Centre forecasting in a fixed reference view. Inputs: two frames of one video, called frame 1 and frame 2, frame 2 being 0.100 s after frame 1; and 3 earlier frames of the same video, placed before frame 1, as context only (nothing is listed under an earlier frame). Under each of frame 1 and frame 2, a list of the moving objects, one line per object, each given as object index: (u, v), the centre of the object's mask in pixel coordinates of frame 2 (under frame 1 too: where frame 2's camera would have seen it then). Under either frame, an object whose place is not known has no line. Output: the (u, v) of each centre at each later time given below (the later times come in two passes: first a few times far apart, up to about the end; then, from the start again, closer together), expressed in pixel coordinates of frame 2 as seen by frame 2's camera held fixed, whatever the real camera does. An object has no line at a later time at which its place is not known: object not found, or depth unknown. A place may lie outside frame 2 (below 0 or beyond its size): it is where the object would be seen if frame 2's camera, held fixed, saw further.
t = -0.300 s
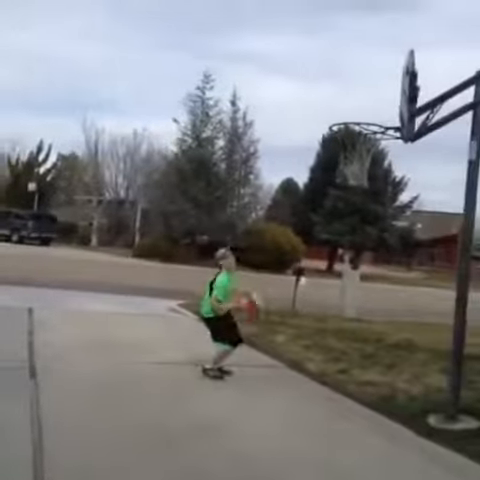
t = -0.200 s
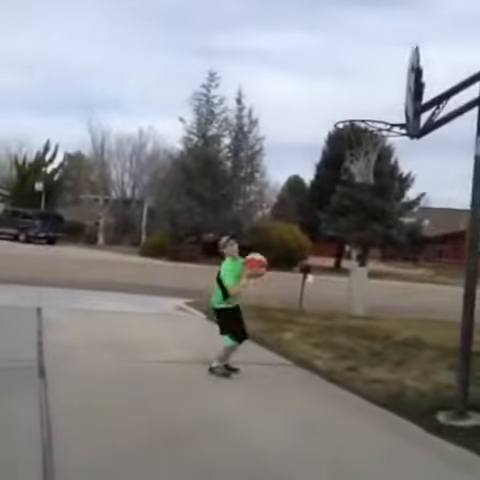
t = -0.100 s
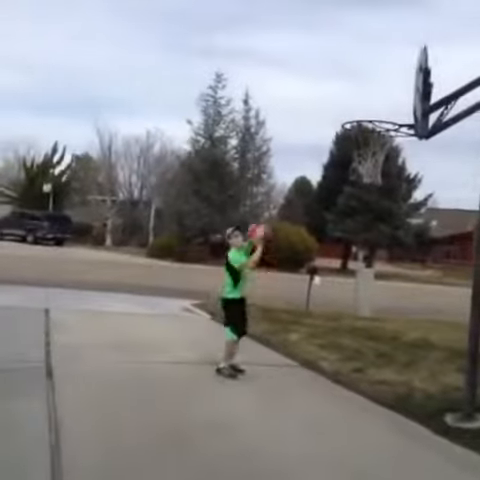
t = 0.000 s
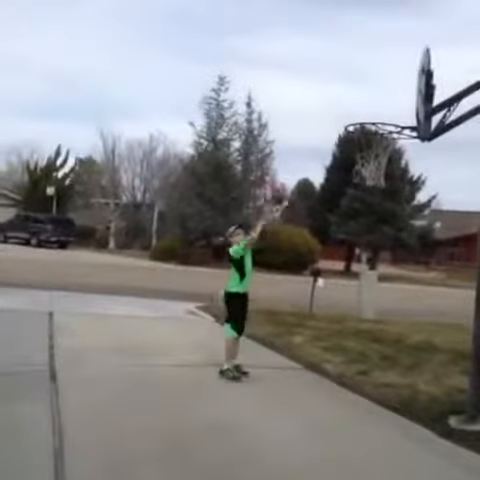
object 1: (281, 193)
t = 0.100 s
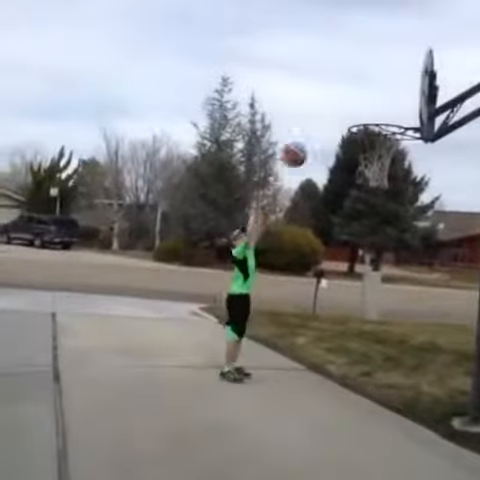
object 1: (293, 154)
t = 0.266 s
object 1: (321, 108)
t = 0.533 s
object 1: (364, 97)
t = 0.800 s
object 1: (378, 152)
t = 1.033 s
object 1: (349, 160)
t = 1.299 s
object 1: (360, 166)
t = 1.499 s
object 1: (381, 181)
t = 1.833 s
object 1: (419, 331)
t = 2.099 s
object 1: (430, 350)
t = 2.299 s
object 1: (424, 324)
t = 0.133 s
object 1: (300, 142)
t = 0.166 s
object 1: (305, 132)
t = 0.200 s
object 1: (310, 123)
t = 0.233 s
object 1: (316, 115)
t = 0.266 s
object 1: (321, 108)
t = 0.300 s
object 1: (327, 103)
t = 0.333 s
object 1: (332, 98)
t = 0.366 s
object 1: (338, 94)
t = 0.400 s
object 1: (343, 93)
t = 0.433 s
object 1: (348, 92)
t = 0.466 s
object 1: (354, 92)
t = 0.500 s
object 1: (359, 94)
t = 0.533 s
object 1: (364, 97)
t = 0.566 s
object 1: (369, 101)
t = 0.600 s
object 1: (374, 106)
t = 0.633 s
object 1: (379, 112)
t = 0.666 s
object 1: (385, 118)
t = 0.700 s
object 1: (391, 126)
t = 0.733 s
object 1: (388, 135)
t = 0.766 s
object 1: (382, 144)
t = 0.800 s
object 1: (378, 152)
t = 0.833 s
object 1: (369, 165)
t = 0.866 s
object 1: (365, 169)
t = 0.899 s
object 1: (361, 166)
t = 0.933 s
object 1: (358, 164)
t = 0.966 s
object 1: (355, 161)
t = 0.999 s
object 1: (353, 160)
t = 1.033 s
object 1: (349, 160)
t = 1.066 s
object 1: (350, 159)
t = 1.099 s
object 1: (350, 160)
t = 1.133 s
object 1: (350, 161)
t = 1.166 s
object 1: (352, 162)
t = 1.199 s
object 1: (353, 163)
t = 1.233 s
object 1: (354, 163)
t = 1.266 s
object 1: (356, 165)
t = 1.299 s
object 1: (360, 166)
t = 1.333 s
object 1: (364, 168)
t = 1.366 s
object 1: (367, 170)
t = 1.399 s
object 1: (371, 172)
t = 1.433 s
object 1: (376, 175)
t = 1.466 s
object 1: (379, 177)
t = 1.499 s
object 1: (381, 181)
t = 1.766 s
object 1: (411, 294)
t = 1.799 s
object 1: (413, 313)
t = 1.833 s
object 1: (419, 331)
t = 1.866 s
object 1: (422, 353)
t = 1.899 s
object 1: (426, 376)
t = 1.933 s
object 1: (432, 398)
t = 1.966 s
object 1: (432, 395)
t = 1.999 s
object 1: (433, 380)
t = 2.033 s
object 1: (431, 370)
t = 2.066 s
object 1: (430, 359)
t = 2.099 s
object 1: (430, 350)
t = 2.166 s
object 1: (428, 337)
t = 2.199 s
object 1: (427, 333)
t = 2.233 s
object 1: (423, 328)
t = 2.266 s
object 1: (424, 326)
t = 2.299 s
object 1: (424, 324)
